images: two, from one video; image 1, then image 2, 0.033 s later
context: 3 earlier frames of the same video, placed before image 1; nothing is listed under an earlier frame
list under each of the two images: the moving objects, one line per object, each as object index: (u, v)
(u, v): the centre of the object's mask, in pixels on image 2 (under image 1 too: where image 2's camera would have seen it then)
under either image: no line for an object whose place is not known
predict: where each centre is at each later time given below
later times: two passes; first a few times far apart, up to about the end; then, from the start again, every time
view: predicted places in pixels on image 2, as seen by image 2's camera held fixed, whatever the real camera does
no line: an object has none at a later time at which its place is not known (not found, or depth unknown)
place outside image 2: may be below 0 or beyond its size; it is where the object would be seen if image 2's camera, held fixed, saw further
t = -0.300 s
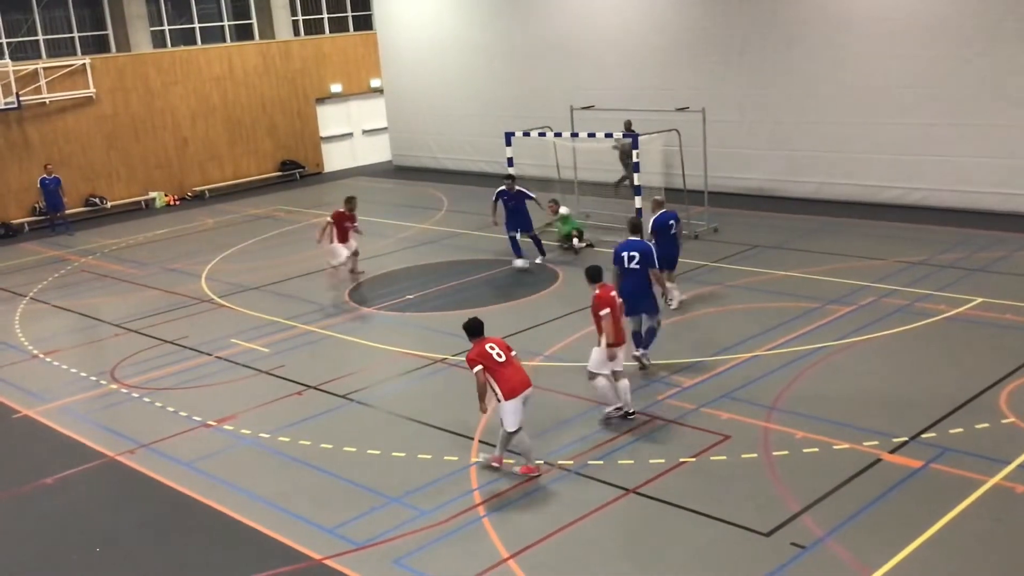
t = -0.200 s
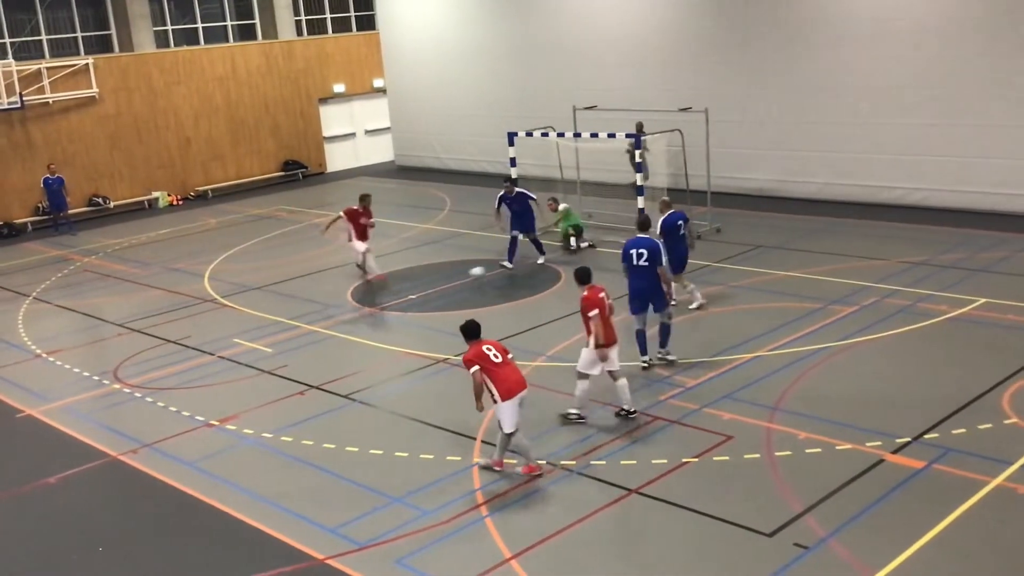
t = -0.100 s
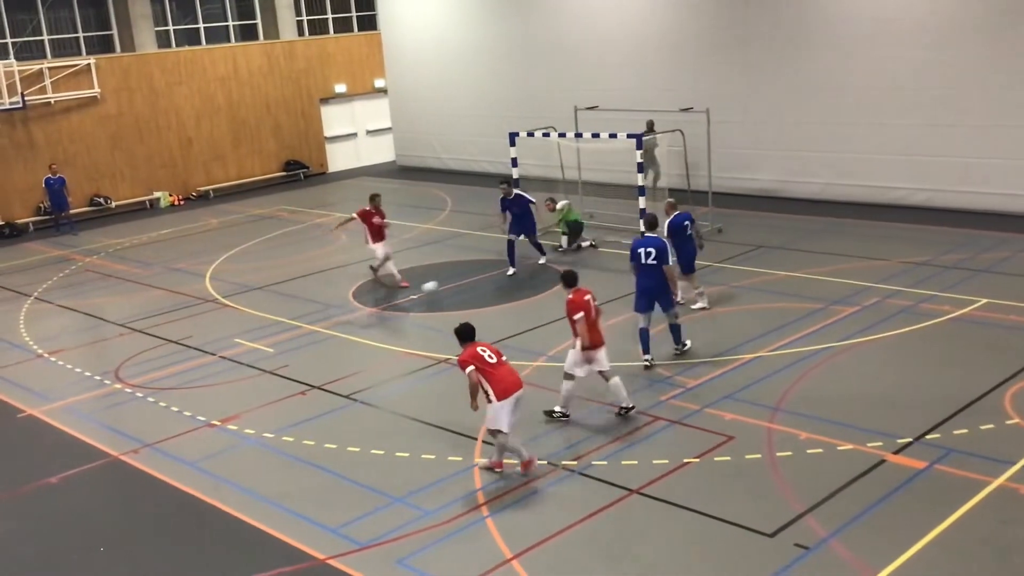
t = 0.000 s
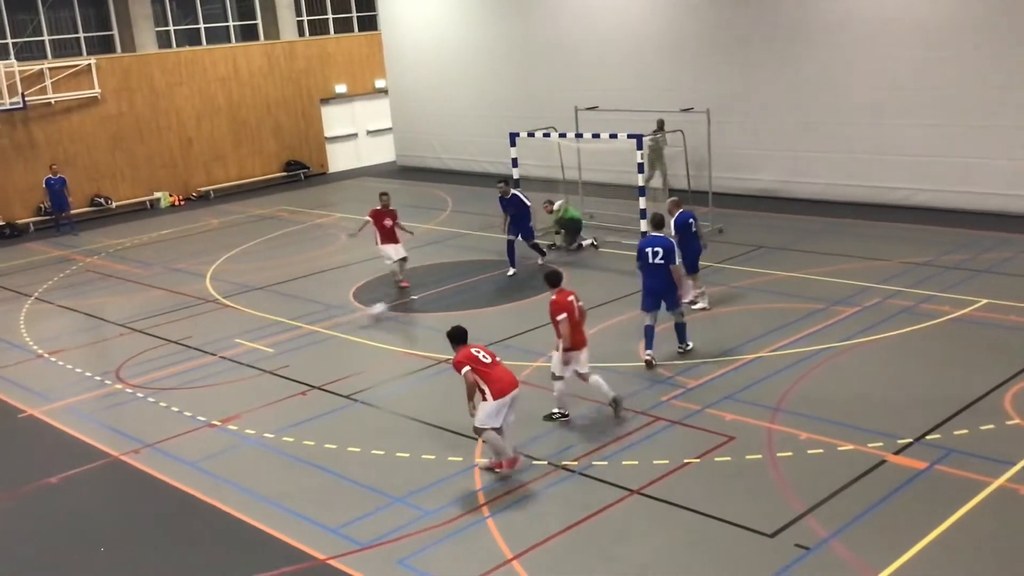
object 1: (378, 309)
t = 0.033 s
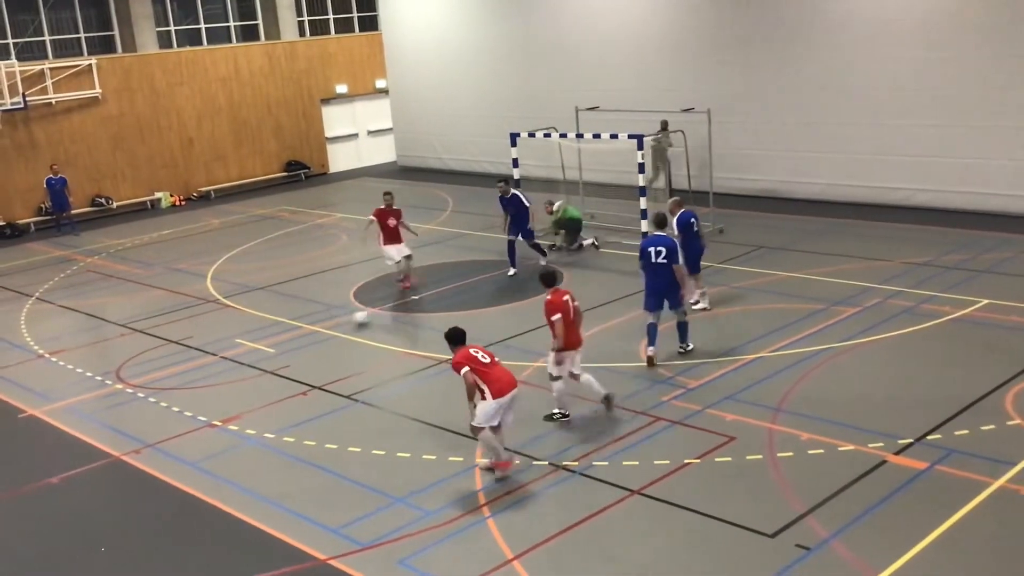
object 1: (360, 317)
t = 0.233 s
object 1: (260, 349)
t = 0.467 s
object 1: (137, 386)
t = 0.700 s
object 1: (16, 427)
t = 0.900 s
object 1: (-96, 464)
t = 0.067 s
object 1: (344, 321)
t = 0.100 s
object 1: (328, 324)
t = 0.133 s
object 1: (312, 329)
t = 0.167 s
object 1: (295, 334)
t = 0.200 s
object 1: (277, 342)
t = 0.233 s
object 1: (260, 349)
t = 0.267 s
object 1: (240, 356)
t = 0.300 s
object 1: (225, 358)
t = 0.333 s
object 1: (208, 362)
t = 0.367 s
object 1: (189, 366)
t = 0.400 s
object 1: (171, 375)
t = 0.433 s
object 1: (154, 382)
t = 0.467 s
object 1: (137, 386)
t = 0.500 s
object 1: (117, 393)
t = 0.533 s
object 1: (102, 399)
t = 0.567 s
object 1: (85, 405)
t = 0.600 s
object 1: (67, 410)
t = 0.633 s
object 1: (50, 416)
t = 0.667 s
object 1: (34, 422)
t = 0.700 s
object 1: (16, 427)
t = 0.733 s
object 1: (-1, 434)
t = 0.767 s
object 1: (-20, 439)
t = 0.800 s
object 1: (-38, 444)
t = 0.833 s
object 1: (-57, 451)
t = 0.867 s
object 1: (-76, 459)
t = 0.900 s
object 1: (-96, 464)
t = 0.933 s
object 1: (-117, 471)
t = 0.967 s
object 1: (-138, 478)
